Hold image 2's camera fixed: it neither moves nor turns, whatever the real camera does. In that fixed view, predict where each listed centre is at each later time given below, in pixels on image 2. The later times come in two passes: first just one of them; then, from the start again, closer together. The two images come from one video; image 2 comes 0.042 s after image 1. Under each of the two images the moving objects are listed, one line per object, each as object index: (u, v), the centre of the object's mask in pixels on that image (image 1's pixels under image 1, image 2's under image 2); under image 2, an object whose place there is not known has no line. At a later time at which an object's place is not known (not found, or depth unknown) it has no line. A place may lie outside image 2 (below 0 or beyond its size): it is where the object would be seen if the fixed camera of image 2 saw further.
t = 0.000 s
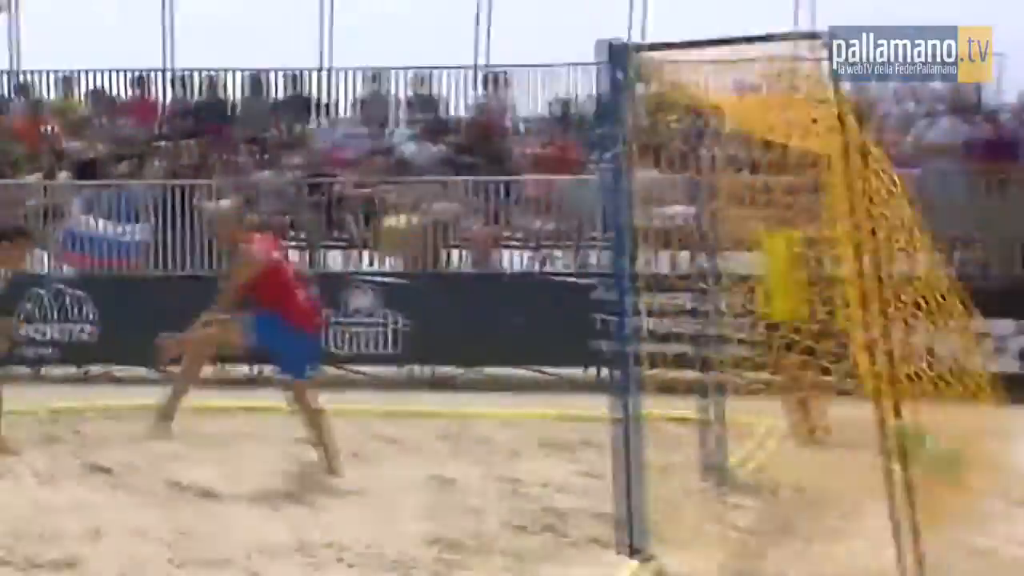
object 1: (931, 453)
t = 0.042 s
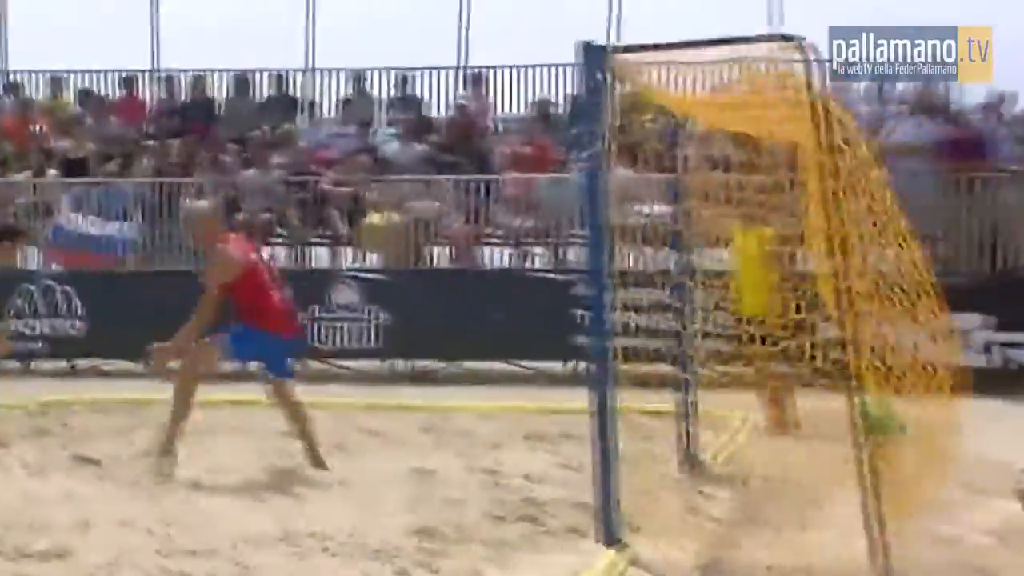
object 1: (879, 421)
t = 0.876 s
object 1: (802, 505)
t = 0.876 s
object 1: (802, 505)
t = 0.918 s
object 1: (801, 507)
